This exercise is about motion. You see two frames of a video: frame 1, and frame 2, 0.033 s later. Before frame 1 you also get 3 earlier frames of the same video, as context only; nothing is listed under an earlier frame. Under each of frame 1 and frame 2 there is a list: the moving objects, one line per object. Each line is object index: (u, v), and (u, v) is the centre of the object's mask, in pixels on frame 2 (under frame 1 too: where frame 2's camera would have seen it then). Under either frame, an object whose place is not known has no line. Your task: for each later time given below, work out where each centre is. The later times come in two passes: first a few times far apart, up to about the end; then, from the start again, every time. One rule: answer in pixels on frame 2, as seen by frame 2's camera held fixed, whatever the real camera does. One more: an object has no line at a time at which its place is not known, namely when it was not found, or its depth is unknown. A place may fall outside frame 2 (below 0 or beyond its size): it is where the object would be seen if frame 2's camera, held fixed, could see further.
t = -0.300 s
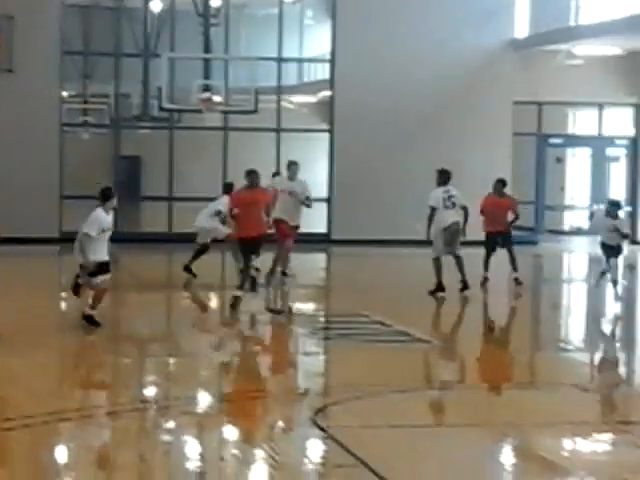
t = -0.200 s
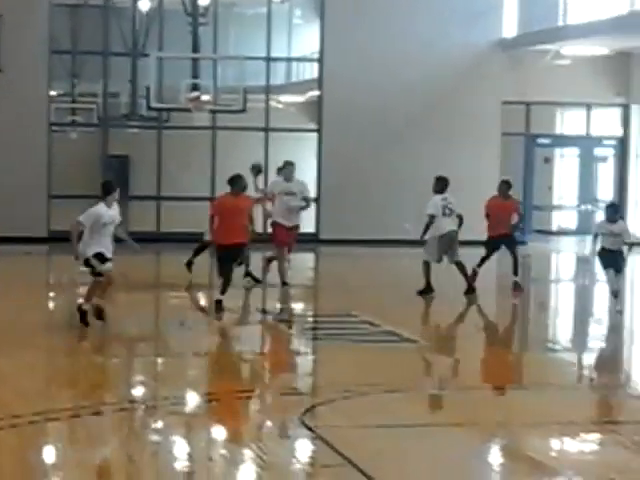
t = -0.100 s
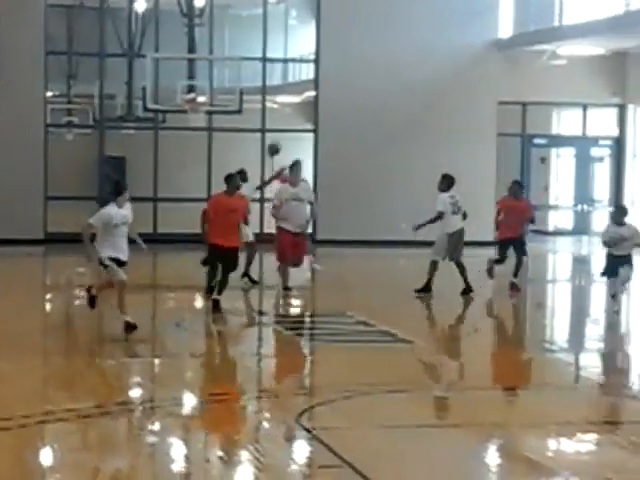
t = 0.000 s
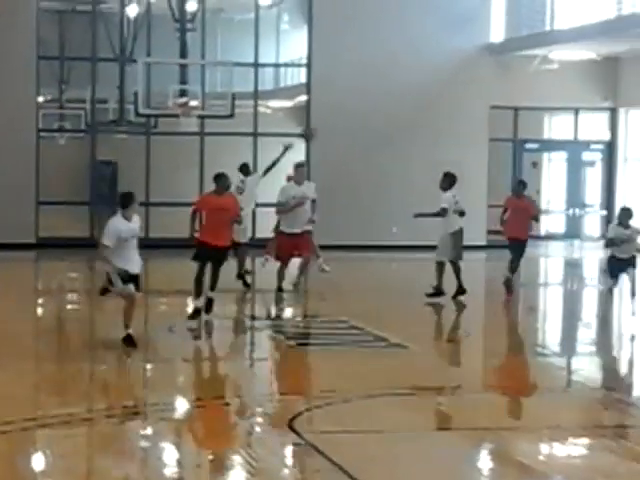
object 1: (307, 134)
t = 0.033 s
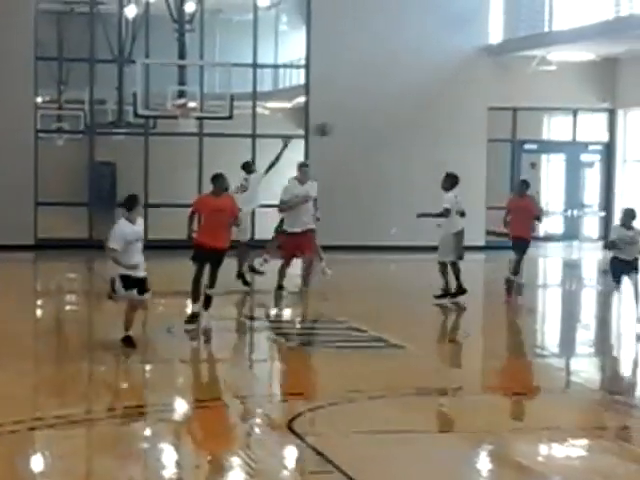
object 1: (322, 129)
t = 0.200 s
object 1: (407, 108)
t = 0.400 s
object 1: (524, 95)
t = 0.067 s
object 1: (339, 124)
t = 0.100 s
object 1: (355, 120)
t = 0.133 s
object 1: (372, 115)
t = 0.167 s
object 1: (389, 111)
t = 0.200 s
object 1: (407, 108)
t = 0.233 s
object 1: (426, 105)
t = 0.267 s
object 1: (444, 102)
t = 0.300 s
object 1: (462, 99)
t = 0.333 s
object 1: (481, 98)
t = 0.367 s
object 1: (503, 96)
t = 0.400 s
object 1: (524, 95)
